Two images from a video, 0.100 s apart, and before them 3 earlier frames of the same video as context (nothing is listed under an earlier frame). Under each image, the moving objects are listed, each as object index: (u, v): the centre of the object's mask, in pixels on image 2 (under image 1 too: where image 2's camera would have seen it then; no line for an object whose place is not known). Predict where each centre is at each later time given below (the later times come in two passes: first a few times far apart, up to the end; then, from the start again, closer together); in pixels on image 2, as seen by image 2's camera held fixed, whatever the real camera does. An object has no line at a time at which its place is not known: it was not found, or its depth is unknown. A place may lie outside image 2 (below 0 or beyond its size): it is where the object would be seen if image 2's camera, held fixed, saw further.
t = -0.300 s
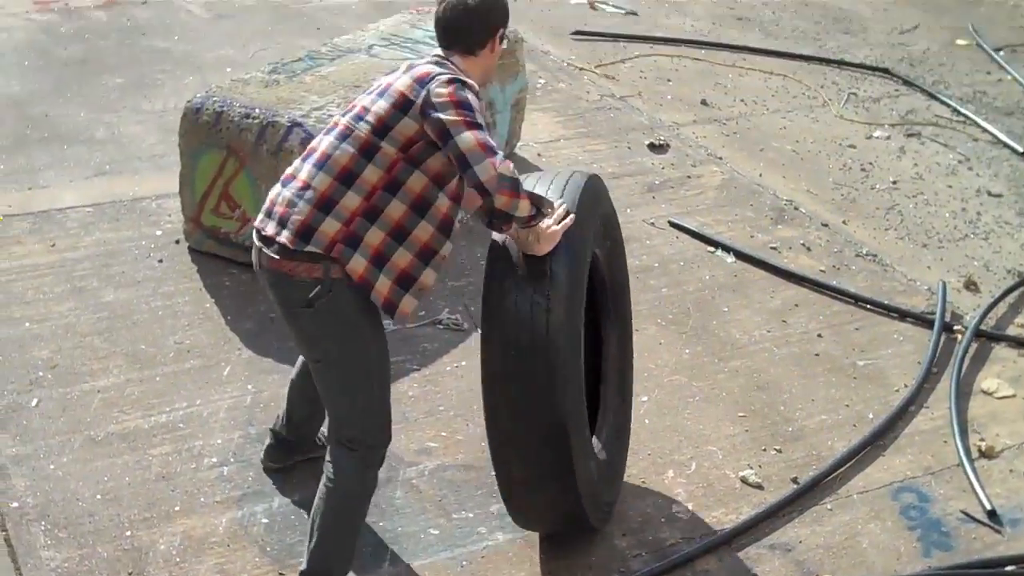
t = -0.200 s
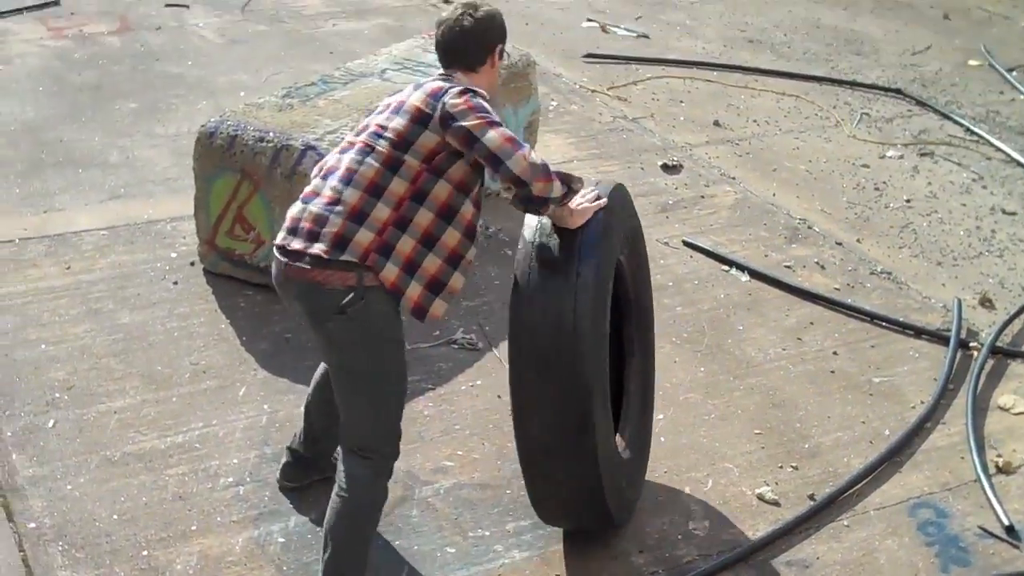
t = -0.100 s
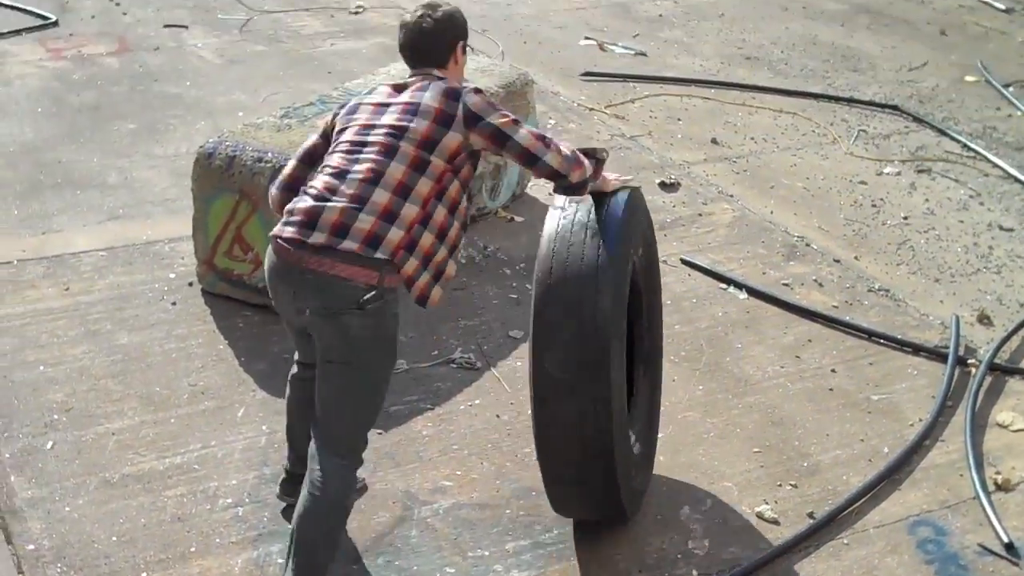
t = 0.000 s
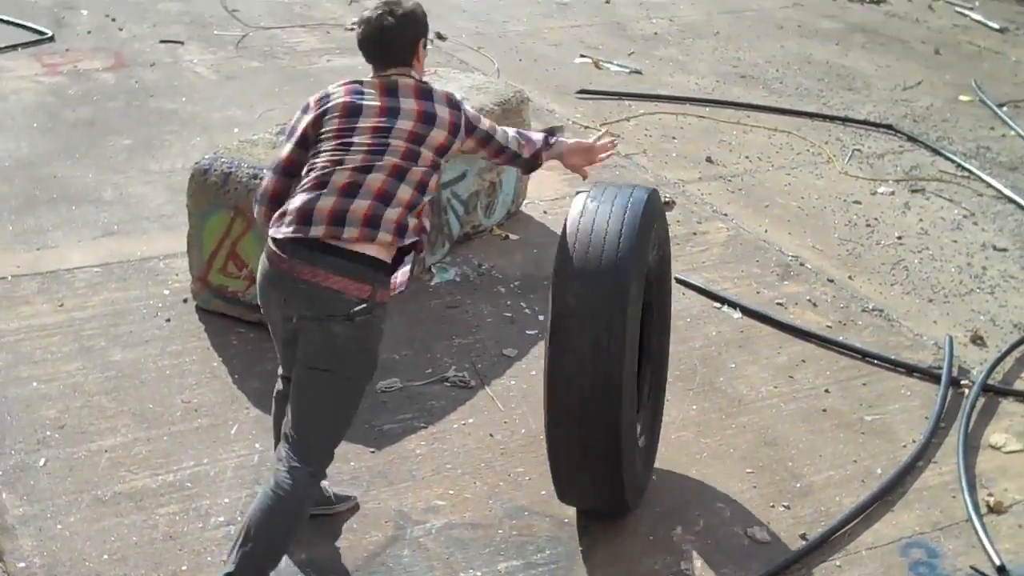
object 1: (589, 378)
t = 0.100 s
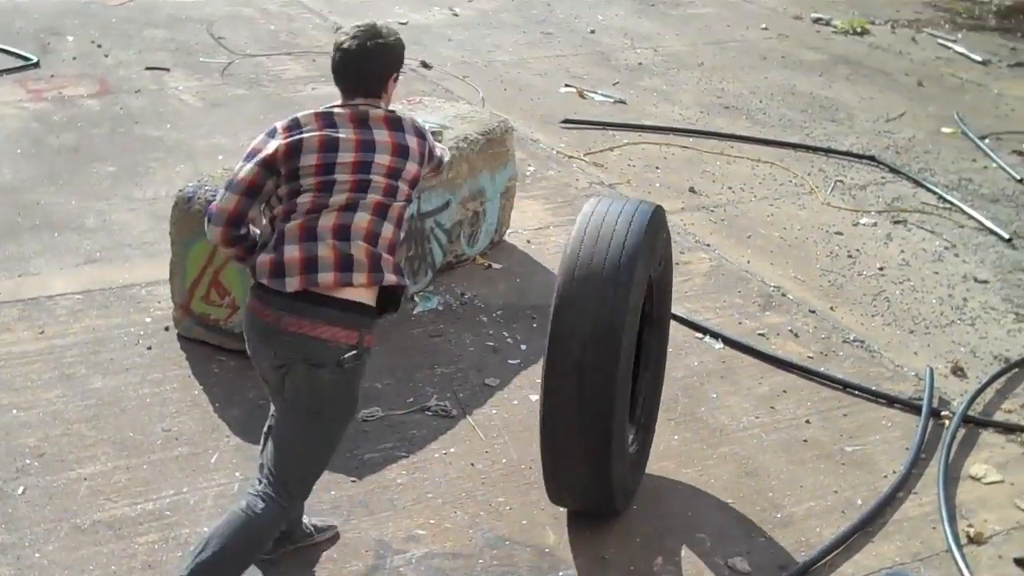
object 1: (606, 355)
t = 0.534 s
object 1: (662, 280)
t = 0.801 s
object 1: (693, 241)
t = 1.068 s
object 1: (723, 205)
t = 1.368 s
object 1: (752, 178)
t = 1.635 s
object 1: (777, 155)
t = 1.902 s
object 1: (796, 131)
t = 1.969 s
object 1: (800, 125)
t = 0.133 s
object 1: (611, 349)
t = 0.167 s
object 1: (616, 342)
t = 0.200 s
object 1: (622, 334)
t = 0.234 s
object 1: (626, 328)
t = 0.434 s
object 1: (650, 294)
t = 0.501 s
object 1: (658, 285)
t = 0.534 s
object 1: (662, 280)
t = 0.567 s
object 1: (665, 275)
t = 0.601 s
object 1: (669, 269)
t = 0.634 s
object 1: (672, 265)
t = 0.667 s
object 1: (676, 260)
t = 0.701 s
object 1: (681, 254)
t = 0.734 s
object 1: (684, 250)
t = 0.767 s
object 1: (689, 245)
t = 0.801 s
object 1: (693, 241)
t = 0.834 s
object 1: (698, 236)
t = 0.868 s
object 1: (701, 232)
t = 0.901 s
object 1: (705, 225)
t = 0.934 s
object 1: (710, 216)
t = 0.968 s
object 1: (713, 211)
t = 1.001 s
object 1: (716, 208)
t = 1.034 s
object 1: (720, 206)
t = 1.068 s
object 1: (723, 205)
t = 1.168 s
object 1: (732, 201)
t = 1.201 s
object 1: (735, 196)
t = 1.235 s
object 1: (739, 191)
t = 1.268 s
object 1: (742, 188)
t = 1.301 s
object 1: (745, 186)
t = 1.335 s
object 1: (748, 183)
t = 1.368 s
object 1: (752, 178)
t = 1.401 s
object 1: (754, 174)
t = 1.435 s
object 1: (757, 172)
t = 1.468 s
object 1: (761, 170)
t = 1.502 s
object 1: (764, 167)
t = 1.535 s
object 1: (768, 163)
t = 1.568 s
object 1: (771, 160)
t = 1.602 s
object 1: (774, 157)
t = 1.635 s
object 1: (777, 155)
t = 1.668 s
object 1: (780, 152)
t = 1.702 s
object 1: (782, 149)
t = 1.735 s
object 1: (785, 145)
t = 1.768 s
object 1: (787, 143)
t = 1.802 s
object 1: (790, 140)
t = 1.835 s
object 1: (792, 136)
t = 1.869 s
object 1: (794, 133)
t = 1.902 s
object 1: (796, 131)
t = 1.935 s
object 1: (798, 129)
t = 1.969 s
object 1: (800, 125)
